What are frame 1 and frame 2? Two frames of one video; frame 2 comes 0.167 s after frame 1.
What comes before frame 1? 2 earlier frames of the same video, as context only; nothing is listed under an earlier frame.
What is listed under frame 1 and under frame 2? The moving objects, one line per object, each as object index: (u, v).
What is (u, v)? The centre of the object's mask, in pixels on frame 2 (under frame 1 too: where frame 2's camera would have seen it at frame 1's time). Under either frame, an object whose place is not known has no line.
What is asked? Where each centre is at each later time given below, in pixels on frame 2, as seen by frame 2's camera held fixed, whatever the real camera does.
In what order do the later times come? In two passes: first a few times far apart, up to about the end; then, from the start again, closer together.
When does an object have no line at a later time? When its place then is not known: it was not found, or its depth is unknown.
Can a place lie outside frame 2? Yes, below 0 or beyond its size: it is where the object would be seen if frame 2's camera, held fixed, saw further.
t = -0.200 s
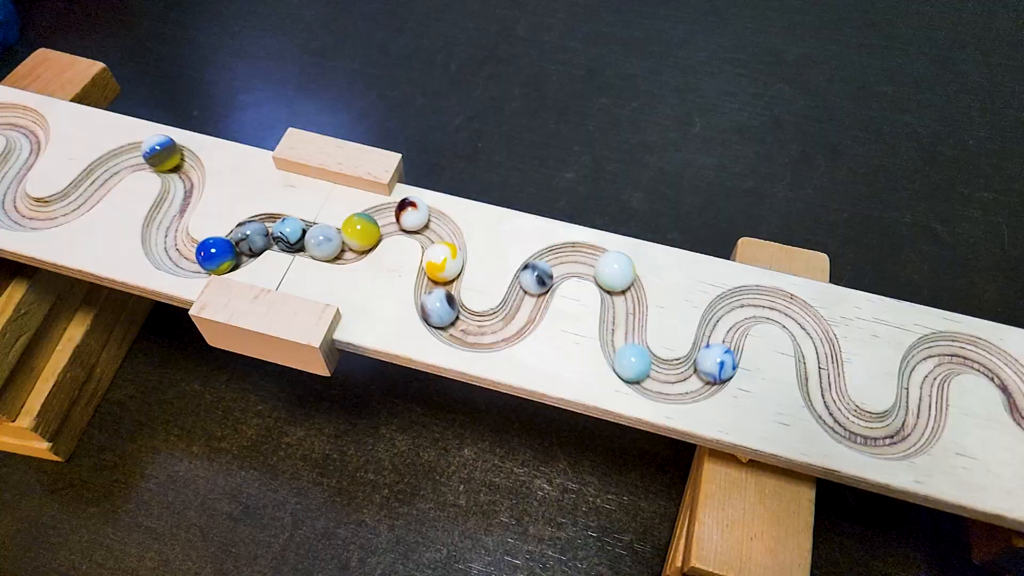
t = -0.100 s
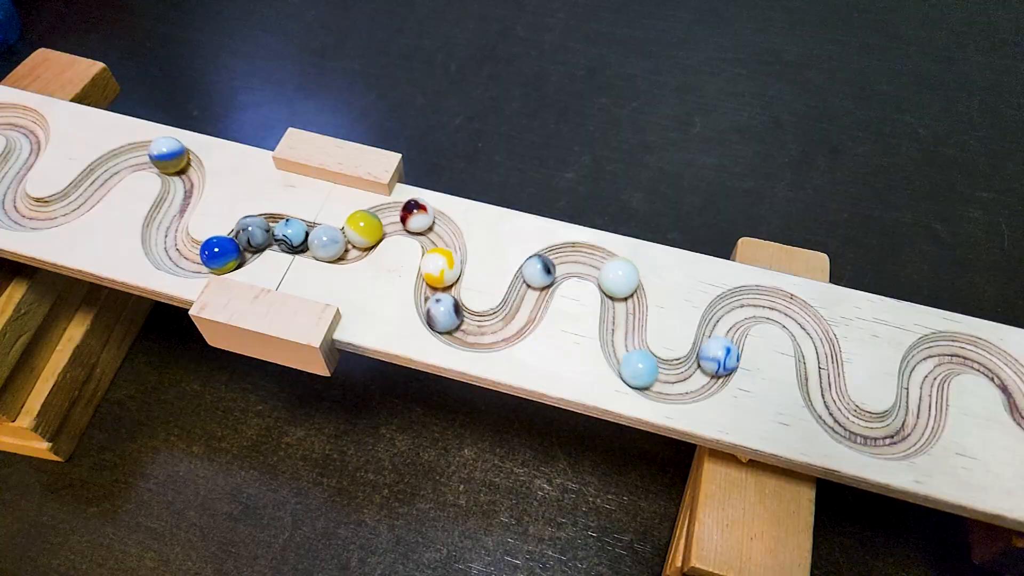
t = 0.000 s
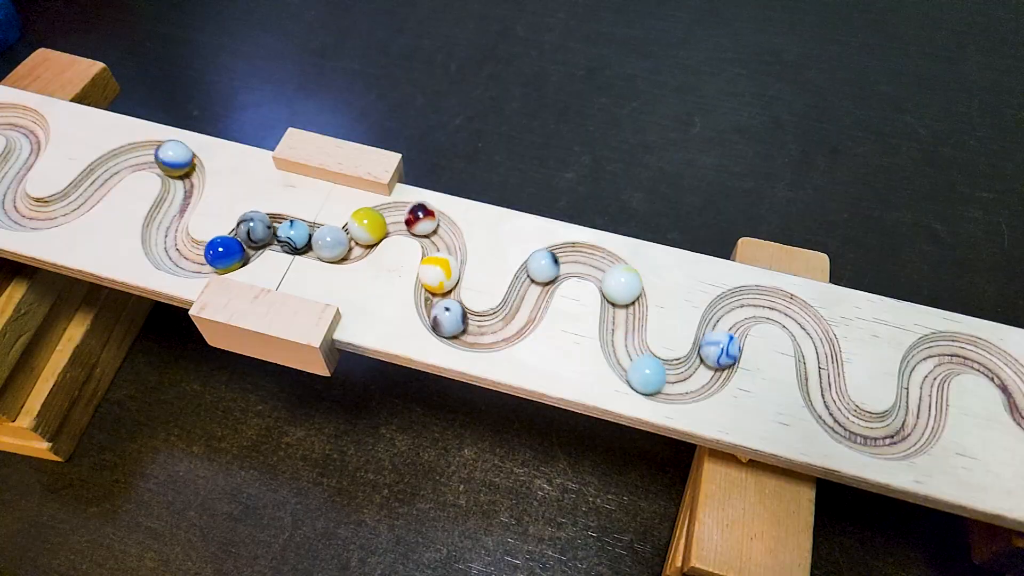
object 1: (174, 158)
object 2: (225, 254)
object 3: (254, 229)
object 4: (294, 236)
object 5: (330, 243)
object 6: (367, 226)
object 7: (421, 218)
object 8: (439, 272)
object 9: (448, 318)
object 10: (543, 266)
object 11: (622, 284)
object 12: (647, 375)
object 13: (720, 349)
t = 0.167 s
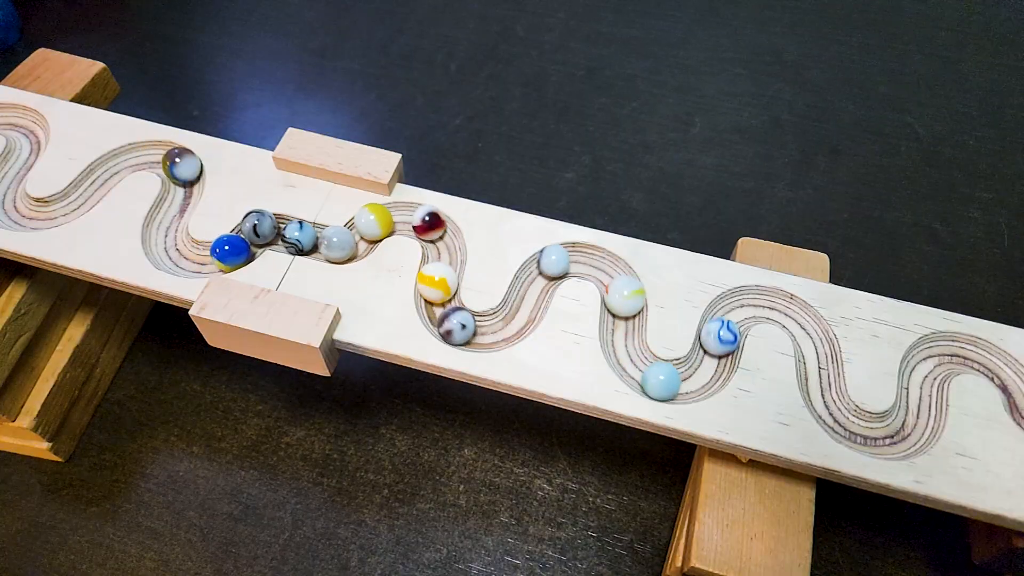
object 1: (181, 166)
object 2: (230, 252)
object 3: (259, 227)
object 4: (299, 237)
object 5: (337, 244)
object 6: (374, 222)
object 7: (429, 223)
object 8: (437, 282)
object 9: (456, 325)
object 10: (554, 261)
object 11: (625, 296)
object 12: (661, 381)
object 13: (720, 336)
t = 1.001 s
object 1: (164, 219)
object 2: (248, 238)
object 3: (291, 236)
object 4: (327, 245)
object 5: (362, 233)
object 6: (415, 215)
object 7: (445, 260)
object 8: (459, 325)
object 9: (514, 322)
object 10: (614, 272)
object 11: (630, 355)
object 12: (720, 355)
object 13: (759, 301)
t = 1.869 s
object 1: (204, 259)
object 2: (269, 229)
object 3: (315, 240)
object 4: (361, 238)
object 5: (394, 215)
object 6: (444, 247)
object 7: (440, 309)
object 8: (520, 313)
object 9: (539, 275)
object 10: (620, 333)
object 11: (697, 378)
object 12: (746, 305)
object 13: (817, 339)
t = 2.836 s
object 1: (261, 226)
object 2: (315, 240)
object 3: (352, 245)
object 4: (385, 220)
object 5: (440, 228)
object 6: (437, 299)
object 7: (502, 329)
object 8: (554, 262)
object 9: (598, 261)
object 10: (675, 383)
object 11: (726, 316)
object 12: (816, 337)
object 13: (840, 418)
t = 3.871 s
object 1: (312, 238)
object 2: (351, 244)
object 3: (387, 220)
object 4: (425, 223)
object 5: (437, 280)
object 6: (494, 330)
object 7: (541, 272)
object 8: (620, 277)
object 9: (622, 321)
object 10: (720, 327)
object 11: (796, 312)
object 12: (843, 420)
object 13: (924, 416)
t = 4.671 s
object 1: (331, 244)
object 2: (374, 220)
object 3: (424, 220)
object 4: (443, 247)
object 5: (449, 322)
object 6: (530, 293)
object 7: (590, 258)
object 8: (621, 333)
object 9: (648, 376)
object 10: (769, 302)
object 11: (822, 370)
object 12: (916, 429)
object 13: (932, 357)
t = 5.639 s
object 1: (358, 237)
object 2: (424, 220)
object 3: (443, 259)
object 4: (435, 289)
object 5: (514, 322)
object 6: (576, 256)
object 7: (626, 309)
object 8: (676, 381)
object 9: (717, 357)
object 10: (822, 363)
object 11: (878, 434)
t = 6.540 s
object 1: (381, 219)
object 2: (446, 259)
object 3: (437, 301)
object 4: (468, 332)
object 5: (540, 271)
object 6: (624, 292)
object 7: (638, 369)
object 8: (719, 336)
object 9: (745, 303)
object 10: (862, 433)
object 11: (926, 392)
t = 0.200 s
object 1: (183, 167)
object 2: (231, 251)
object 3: (261, 227)
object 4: (300, 238)
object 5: (338, 244)
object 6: (375, 221)
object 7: (430, 224)
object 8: (437, 284)
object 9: (458, 326)
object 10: (556, 260)
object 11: (625, 298)
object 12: (664, 381)
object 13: (720, 334)
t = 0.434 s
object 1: (184, 181)
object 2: (237, 248)
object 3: (271, 229)
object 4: (308, 238)
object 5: (347, 246)
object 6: (386, 217)
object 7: (440, 233)
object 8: (437, 298)
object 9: (473, 331)
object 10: (574, 258)
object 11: (625, 315)
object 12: (686, 383)
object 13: (724, 319)
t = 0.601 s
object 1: (180, 192)
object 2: (241, 245)
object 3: (279, 230)
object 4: (314, 239)
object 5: (353, 244)
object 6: (394, 215)
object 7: (446, 240)
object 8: (439, 308)
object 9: (484, 332)
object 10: (587, 258)
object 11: (622, 327)
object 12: (700, 379)
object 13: (731, 312)
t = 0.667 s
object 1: (177, 197)
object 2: (243, 244)
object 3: (282, 232)
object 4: (316, 240)
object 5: (355, 243)
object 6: (397, 215)
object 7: (446, 243)
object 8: (440, 311)
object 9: (490, 331)
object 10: (592, 258)
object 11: (621, 331)
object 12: (704, 376)
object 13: (735, 309)
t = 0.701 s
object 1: (176, 198)
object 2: (243, 244)
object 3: (283, 232)
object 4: (317, 240)
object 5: (355, 242)
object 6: (399, 215)
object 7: (447, 244)
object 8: (442, 313)
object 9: (492, 330)
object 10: (595, 259)
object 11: (621, 333)
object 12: (706, 374)
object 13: (738, 308)
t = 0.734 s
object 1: (175, 201)
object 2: (244, 243)
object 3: (285, 233)
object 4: (318, 241)
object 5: (356, 242)
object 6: (401, 215)
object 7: (447, 246)
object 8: (443, 314)
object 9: (495, 330)
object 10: (597, 260)
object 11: (621, 336)
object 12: (709, 373)
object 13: (740, 307)
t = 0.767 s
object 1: (174, 203)
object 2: (245, 243)
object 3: (286, 233)
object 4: (320, 241)
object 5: (356, 241)
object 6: (403, 215)
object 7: (447, 247)
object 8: (445, 316)
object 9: (497, 329)
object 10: (599, 261)
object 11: (622, 338)
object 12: (711, 371)
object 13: (742, 305)
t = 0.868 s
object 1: (169, 209)
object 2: (246, 241)
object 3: (288, 235)
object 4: (323, 243)
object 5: (359, 238)
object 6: (408, 215)
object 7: (447, 253)
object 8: (450, 320)
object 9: (505, 326)
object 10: (606, 265)
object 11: (625, 345)
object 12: (716, 364)
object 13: (749, 303)
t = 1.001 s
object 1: (164, 219)
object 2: (248, 238)
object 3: (291, 236)
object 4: (327, 245)
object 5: (362, 233)
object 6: (415, 215)
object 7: (445, 260)
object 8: (459, 325)
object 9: (514, 322)
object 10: (614, 272)
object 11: (630, 355)
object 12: (720, 355)
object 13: (759, 301)
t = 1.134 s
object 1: (161, 228)
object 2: (250, 236)
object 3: (294, 237)
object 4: (333, 246)
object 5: (364, 228)
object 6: (422, 218)
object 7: (442, 267)
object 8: (468, 328)
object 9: (521, 316)
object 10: (620, 280)
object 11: (637, 364)
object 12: (721, 344)
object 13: (768, 302)
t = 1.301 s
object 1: (163, 240)
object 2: (254, 233)
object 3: (298, 237)
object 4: (341, 246)
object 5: (368, 224)
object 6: (430, 222)
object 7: (439, 276)
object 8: (481, 330)
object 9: (526, 308)
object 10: (625, 292)
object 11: (648, 374)
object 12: (721, 331)
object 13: (783, 307)
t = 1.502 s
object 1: (172, 251)
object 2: (258, 229)
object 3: (305, 237)
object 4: (351, 245)
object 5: (377, 221)
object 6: (438, 229)
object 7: (437, 287)
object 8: (496, 328)
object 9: (528, 294)
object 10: (627, 306)
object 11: (664, 379)
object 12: (724, 316)
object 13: (799, 314)
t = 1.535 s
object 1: (174, 252)
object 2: (259, 228)
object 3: (306, 237)
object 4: (352, 245)
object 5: (379, 221)
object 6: (439, 231)
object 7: (437, 290)
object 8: (499, 327)
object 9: (528, 292)
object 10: (626, 308)
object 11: (667, 380)
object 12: (725, 315)
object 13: (801, 316)
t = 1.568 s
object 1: (177, 254)
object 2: (260, 228)
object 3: (307, 237)
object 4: (354, 244)
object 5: (381, 221)
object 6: (440, 232)
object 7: (436, 291)
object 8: (501, 326)
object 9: (529, 290)
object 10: (625, 311)
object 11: (670, 380)
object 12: (726, 312)
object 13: (804, 318)
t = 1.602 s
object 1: (179, 255)
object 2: (261, 228)
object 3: (308, 236)
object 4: (355, 244)
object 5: (382, 220)
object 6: (441, 233)
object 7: (436, 294)
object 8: (503, 326)
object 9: (530, 288)
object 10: (625, 314)
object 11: (673, 380)
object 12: (728, 311)
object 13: (806, 320)
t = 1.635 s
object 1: (182, 256)
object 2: (261, 227)
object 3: (309, 237)
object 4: (356, 243)
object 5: (384, 219)
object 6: (441, 235)
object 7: (436, 296)
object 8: (505, 325)
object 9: (530, 286)
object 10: (624, 316)
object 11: (677, 380)
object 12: (729, 310)
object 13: (808, 322)
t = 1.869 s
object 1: (204, 259)
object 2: (269, 229)
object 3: (315, 240)
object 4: (361, 238)
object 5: (394, 215)
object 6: (444, 247)
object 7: (440, 309)
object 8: (520, 313)
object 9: (539, 275)
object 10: (620, 333)
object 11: (697, 378)
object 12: (746, 305)
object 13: (817, 339)
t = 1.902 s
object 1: (207, 258)
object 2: (269, 229)
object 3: (315, 240)
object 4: (361, 237)
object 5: (396, 215)
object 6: (444, 248)
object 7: (441, 311)
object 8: (522, 311)
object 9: (540, 273)
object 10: (620, 335)
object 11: (699, 377)
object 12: (748, 304)
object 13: (817, 342)
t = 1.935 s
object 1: (210, 258)
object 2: (270, 229)
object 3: (316, 241)
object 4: (362, 236)
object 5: (397, 214)
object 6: (444, 250)
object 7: (442, 313)
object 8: (523, 309)
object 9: (541, 271)
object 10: (620, 338)
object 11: (701, 376)
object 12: (751, 303)
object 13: (818, 345)
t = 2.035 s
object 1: (220, 256)
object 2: (274, 230)
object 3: (319, 242)
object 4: (362, 233)
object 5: (402, 214)
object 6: (444, 255)
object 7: (445, 317)
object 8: (527, 304)
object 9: (545, 267)
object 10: (622, 345)
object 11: (708, 371)
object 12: (759, 301)
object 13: (820, 353)
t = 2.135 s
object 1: (230, 253)
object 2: (277, 230)
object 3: (323, 243)
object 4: (362, 230)
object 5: (407, 214)
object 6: (443, 260)
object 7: (450, 323)
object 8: (529, 297)
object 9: (550, 263)
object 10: (624, 352)
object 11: (712, 365)
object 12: (768, 300)
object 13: (821, 362)
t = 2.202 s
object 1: (235, 250)
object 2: (279, 230)
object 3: (326, 244)
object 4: (364, 227)
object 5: (410, 216)
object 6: (443, 263)
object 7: (454, 325)
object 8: (530, 293)
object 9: (554, 261)
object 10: (627, 357)
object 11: (715, 361)
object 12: (773, 300)
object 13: (821, 368)
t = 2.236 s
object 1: (238, 248)
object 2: (280, 230)
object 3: (327, 244)
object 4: (365, 226)
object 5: (412, 216)
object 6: (442, 265)
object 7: (456, 327)
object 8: (531, 290)
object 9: (556, 260)
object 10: (629, 359)
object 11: (716, 359)
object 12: (776, 301)
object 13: (822, 371)
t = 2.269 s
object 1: (241, 246)
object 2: (282, 231)
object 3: (329, 244)
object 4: (365, 224)
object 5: (413, 217)
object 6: (441, 267)
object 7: (458, 327)
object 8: (531, 288)
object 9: (558, 259)
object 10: (631, 362)
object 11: (717, 356)
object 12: (779, 301)
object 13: (822, 373)
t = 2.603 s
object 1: (252, 233)
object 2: (302, 234)
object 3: (343, 246)
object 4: (377, 223)
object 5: (430, 224)
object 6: (436, 285)
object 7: (484, 333)
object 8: (541, 270)
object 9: (581, 258)
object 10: (655, 379)
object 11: (721, 332)
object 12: (803, 318)
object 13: (826, 400)
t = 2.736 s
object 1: (257, 228)
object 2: (309, 238)
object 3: (348, 246)
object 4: (382, 222)
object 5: (437, 226)
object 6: (436, 293)
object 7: (494, 332)
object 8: (548, 266)
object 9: (591, 258)
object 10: (666, 383)
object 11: (724, 323)
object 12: (811, 328)
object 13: (833, 410)
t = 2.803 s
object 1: (260, 227)
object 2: (313, 240)
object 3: (351, 246)
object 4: (384, 221)
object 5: (439, 227)
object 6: (436, 297)
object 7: (499, 330)
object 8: (552, 264)
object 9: (596, 260)
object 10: (672, 383)
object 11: (726, 319)
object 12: (814, 334)
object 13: (837, 415)
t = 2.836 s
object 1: (261, 226)
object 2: (315, 240)
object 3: (352, 245)
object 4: (385, 220)
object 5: (440, 228)
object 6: (437, 299)
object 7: (502, 329)
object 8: (554, 262)
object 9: (598, 261)
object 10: (675, 383)
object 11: (726, 316)
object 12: (816, 337)
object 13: (840, 418)
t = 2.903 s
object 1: (263, 226)
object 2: (318, 241)
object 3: (355, 243)
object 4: (387, 219)
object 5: (442, 231)
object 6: (438, 303)
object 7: (506, 327)
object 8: (559, 260)
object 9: (602, 263)
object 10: (682, 383)
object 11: (729, 312)
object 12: (818, 342)
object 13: (845, 422)
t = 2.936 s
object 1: (265, 226)
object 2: (320, 242)
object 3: (357, 243)
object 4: (389, 218)
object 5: (442, 232)
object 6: (439, 305)
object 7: (508, 326)
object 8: (561, 259)
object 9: (604, 264)
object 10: (685, 383)
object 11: (730, 311)
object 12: (820, 344)
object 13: (848, 423)
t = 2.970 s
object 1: (267, 226)
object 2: (321, 242)
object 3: (358, 241)
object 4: (389, 217)
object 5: (443, 234)
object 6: (439, 307)
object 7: (510, 324)
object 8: (563, 258)
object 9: (606, 266)
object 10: (688, 383)
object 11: (732, 309)
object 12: (820, 348)
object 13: (851, 425)
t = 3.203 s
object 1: (277, 230)
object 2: (329, 242)
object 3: (365, 232)
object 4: (398, 213)
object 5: (444, 246)
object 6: (448, 319)
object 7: (523, 312)
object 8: (578, 256)
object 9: (618, 277)
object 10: (708, 375)
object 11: (745, 303)
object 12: (823, 368)
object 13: (874, 436)
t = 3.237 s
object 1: (278, 231)
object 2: (330, 242)
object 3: (365, 231)
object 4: (399, 214)
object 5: (444, 247)
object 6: (449, 320)
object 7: (524, 310)
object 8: (581, 256)
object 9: (620, 279)
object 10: (709, 373)
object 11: (747, 302)
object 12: (822, 370)
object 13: (878, 437)
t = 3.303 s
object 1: (282, 232)
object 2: (332, 242)
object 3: (367, 227)
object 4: (401, 214)
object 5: (444, 251)
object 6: (453, 323)
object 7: (527, 306)
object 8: (585, 258)
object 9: (622, 283)
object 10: (713, 369)
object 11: (753, 302)
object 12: (822, 377)
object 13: (884, 438)
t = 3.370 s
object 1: (286, 232)
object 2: (334, 242)
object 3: (368, 225)
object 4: (404, 215)
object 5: (444, 254)
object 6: (457, 325)
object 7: (529, 302)
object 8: (590, 259)
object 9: (624, 287)
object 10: (715, 365)
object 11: (758, 300)
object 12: (821, 382)
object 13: (890, 439)
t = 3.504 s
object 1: (293, 233)
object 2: (339, 243)
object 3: (371, 220)
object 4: (409, 218)
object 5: (445, 261)
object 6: (466, 328)
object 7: (531, 294)
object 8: (600, 263)
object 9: (626, 296)
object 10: (719, 356)
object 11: (768, 300)
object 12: (823, 393)
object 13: (902, 436)
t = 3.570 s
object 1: (297, 234)
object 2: (342, 244)
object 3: (373, 219)
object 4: (411, 219)
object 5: (444, 265)
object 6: (471, 329)
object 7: (533, 290)
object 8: (605, 265)
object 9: (626, 301)
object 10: (719, 351)
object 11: (773, 301)
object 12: (825, 398)
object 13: (908, 434)
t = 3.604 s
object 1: (298, 235)
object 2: (343, 244)
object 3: (375, 219)
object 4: (413, 220)
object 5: (444, 266)
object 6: (473, 330)
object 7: (533, 288)
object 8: (606, 265)
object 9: (626, 303)
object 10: (720, 348)
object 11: (776, 302)
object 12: (826, 400)
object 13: (910, 433)
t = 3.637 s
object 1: (300, 235)
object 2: (344, 244)
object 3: (376, 219)
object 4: (414, 220)
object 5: (443, 268)
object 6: (476, 330)
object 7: (534, 286)
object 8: (609, 266)
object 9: (626, 305)
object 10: (719, 346)
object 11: (779, 303)
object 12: (828, 403)
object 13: (913, 431)
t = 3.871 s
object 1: (312, 238)
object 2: (351, 244)
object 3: (387, 220)
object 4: (425, 223)
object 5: (437, 280)
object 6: (494, 330)
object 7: (541, 272)
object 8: (620, 277)
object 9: (622, 321)
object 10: (720, 327)
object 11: (796, 312)
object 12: (843, 420)
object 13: (924, 416)
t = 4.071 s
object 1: (318, 239)
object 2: (358, 240)
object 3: (398, 217)
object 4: (434, 224)
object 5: (434, 289)
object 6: (507, 325)
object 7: (549, 264)
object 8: (623, 291)
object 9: (621, 336)
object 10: (726, 314)
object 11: (809, 324)
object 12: (862, 432)
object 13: (927, 401)
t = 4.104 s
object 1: (320, 239)
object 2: (359, 239)
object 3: (399, 217)
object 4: (436, 225)
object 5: (434, 291)
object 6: (509, 324)
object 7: (551, 263)
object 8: (623, 293)
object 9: (622, 339)
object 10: (727, 312)
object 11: (811, 326)
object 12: (865, 434)
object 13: (926, 398)
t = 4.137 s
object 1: (320, 239)
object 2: (360, 238)
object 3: (401, 216)
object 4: (437, 225)
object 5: (434, 294)
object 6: (511, 323)
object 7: (552, 262)
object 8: (624, 296)
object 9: (622, 342)
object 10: (729, 310)
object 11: (813, 328)
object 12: (869, 434)
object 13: (927, 395)
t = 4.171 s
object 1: (321, 239)
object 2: (361, 237)
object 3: (402, 215)
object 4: (438, 226)
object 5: (435, 295)
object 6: (513, 321)
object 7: (554, 261)
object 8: (624, 298)
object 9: (623, 344)
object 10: (731, 309)
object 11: (815, 330)
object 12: (873, 436)
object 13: (926, 392)
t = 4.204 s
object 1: (322, 240)
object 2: (362, 235)
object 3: (404, 215)
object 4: (438, 227)
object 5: (436, 297)
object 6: (515, 320)
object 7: (557, 260)
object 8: (625, 300)
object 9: (624, 346)
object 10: (733, 308)
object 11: (816, 333)
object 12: (876, 437)
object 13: (925, 390)
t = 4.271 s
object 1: (323, 240)
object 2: (363, 232)
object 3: (407, 215)
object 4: (439, 230)
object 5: (438, 301)
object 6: (519, 316)
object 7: (561, 259)
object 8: (625, 304)
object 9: (626, 351)
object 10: (736, 306)
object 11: (819, 338)
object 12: (882, 439)
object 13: (924, 383)
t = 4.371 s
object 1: (325, 241)
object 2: (364, 227)
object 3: (411, 214)
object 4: (440, 234)
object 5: (441, 307)
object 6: (523, 311)
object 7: (568, 258)
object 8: (626, 311)
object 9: (631, 359)
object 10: (744, 304)
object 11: (821, 346)
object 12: (891, 439)
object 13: (923, 375)
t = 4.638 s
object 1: (330, 243)
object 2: (372, 220)
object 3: (422, 220)
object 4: (442, 245)
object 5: (448, 321)
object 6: (530, 295)
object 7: (588, 258)
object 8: (621, 330)
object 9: (646, 375)
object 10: (766, 302)
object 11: (822, 368)
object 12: (914, 431)
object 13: (930, 358)
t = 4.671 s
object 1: (331, 244)
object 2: (374, 220)
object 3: (424, 220)
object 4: (443, 247)
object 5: (449, 322)
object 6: (530, 293)
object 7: (590, 258)
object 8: (621, 333)
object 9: (648, 376)
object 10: (769, 302)
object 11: (822, 370)
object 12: (916, 429)
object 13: (932, 357)
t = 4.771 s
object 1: (334, 244)
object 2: (379, 220)
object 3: (429, 223)
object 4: (445, 251)
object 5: (454, 325)
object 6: (532, 287)
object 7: (597, 261)
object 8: (622, 339)
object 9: (656, 379)
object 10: (778, 303)
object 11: (823, 379)
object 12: (921, 424)
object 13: (938, 354)
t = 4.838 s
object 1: (336, 245)
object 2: (383, 219)
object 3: (432, 225)
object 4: (446, 254)
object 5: (459, 327)
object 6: (533, 282)
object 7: (601, 264)
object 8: (624, 344)
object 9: (661, 380)
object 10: (783, 305)
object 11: (824, 384)
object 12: (923, 419)
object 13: (942, 352)
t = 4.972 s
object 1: (340, 245)
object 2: (390, 218)
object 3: (438, 229)
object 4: (447, 260)
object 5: (467, 329)
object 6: (538, 276)
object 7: (609, 270)
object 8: (629, 353)
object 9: (673, 382)
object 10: (795, 311)
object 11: (828, 395)
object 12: (925, 408)
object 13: (953, 349)
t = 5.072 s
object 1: (343, 245)
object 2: (395, 216)
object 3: (441, 232)
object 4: (446, 264)
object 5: (475, 330)
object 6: (542, 271)
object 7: (615, 276)
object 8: (634, 361)
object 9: (683, 382)
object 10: (802, 317)
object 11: (832, 404)
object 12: (925, 399)
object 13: (961, 348)
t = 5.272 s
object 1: (350, 244)
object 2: (405, 213)
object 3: (446, 241)
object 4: (441, 273)
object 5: (491, 331)
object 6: (552, 263)
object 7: (626, 286)
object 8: (646, 372)
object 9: (700, 378)
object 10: (813, 331)
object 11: (845, 419)
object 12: (924, 382)
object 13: (979, 352)
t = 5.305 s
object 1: (351, 244)
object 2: (407, 213)
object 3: (446, 242)
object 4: (440, 275)
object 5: (493, 331)
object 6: (554, 262)
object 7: (627, 287)
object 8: (648, 374)
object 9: (702, 378)
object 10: (815, 334)
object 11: (847, 421)
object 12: (924, 379)
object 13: (982, 353)
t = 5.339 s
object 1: (352, 243)
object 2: (409, 213)
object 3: (446, 244)
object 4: (438, 276)
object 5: (496, 330)
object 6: (556, 261)
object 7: (628, 290)
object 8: (651, 375)
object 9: (704, 376)
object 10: (816, 337)
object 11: (850, 423)
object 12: (924, 376)
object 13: (984, 355)
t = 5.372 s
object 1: (353, 243)
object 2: (410, 214)
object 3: (445, 246)
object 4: (437, 277)
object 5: (499, 330)
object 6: (558, 260)
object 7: (628, 291)
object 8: (653, 376)
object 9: (706, 375)
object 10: (817, 340)
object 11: (853, 424)
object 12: (924, 373)
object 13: (987, 356)
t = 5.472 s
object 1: (356, 241)
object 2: (415, 216)
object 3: (445, 251)
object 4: (436, 282)
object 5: (505, 328)
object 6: (564, 258)
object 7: (629, 297)
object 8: (662, 379)
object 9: (712, 369)
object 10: (820, 348)
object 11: (862, 429)
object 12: (925, 366)
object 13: (997, 362)
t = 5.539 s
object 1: (357, 240)
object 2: (419, 218)
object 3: (444, 254)
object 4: (435, 284)
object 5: (509, 326)
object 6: (569, 257)
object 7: (628, 302)
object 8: (667, 380)
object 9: (714, 364)
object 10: (821, 355)
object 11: (869, 432)
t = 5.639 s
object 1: (358, 237)
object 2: (424, 220)
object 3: (443, 259)
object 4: (435, 289)
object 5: (514, 322)
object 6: (576, 256)
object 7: (626, 309)
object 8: (676, 381)
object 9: (717, 357)
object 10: (822, 363)
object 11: (878, 434)
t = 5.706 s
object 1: (359, 235)
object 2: (427, 222)
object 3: (443, 262)
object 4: (435, 294)
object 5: (517, 319)
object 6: (581, 256)
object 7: (623, 313)
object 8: (682, 381)
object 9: (718, 352)
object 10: (821, 369)
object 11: (885, 435)
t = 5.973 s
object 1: (364, 230)
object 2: (438, 230)
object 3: (440, 275)
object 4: (441, 310)
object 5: (525, 303)
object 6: (600, 263)
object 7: (621, 330)
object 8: (704, 373)
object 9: (720, 332)
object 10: (822, 392)
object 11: (910, 432)
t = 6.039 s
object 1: (366, 228)
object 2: (440, 234)
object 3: (440, 278)
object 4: (443, 314)
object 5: (527, 299)
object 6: (605, 265)
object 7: (621, 335)
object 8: (709, 370)
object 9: (722, 327)
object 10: (824, 398)
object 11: (915, 429)
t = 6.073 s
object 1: (367, 227)
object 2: (441, 235)
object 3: (439, 279)
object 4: (444, 316)
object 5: (528, 298)
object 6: (607, 266)
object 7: (622, 338)
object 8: (710, 368)
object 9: (722, 325)
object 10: (825, 401)
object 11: (917, 427)
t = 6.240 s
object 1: (372, 224)
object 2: (444, 243)
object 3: (437, 287)
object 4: (450, 324)
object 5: (533, 288)
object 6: (617, 273)
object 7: (624, 349)
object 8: (716, 358)
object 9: (728, 316)
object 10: (834, 413)
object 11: (922, 417)
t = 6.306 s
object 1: (374, 223)
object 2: (445, 246)
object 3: (436, 290)
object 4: (453, 327)
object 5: (535, 284)
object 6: (619, 277)
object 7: (626, 354)
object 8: (718, 353)
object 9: (731, 313)
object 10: (839, 418)
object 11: (924, 411)
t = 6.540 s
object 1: (381, 219)
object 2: (446, 259)
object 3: (437, 301)
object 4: (468, 332)
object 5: (540, 271)
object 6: (624, 292)
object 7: (638, 369)
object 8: (719, 336)
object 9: (745, 303)
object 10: (862, 433)
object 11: (926, 392)
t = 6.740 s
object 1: (388, 217)
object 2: (441, 269)
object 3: (442, 311)
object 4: (484, 332)
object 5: (549, 263)
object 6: (624, 307)
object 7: (652, 377)
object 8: (725, 323)
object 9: (760, 300)
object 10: (883, 440)
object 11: (926, 375)
